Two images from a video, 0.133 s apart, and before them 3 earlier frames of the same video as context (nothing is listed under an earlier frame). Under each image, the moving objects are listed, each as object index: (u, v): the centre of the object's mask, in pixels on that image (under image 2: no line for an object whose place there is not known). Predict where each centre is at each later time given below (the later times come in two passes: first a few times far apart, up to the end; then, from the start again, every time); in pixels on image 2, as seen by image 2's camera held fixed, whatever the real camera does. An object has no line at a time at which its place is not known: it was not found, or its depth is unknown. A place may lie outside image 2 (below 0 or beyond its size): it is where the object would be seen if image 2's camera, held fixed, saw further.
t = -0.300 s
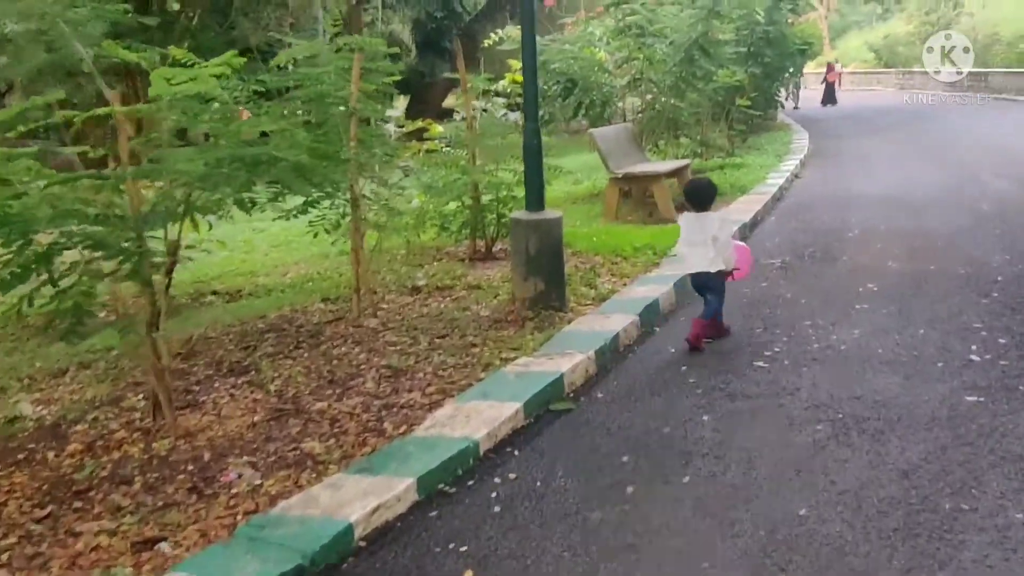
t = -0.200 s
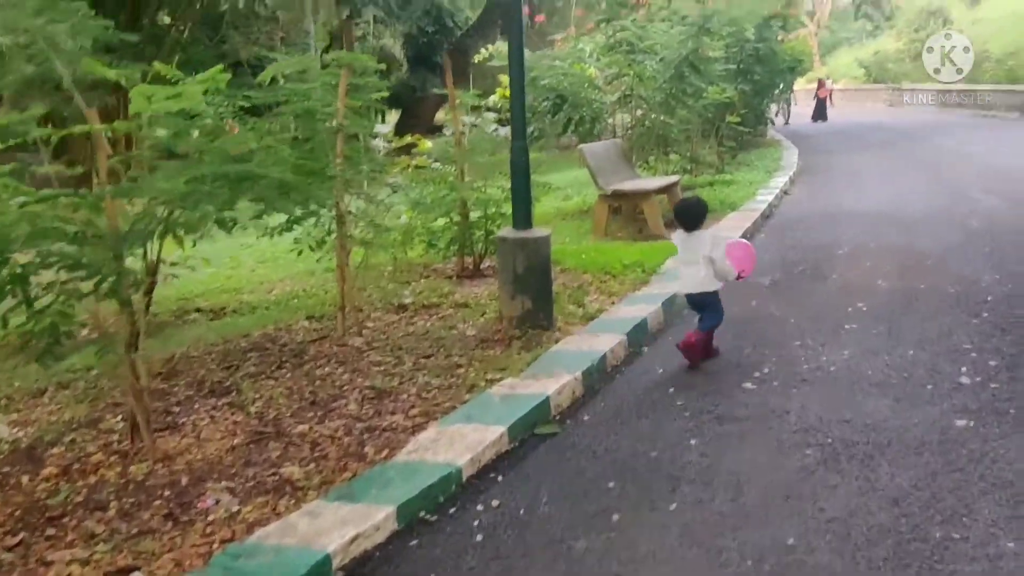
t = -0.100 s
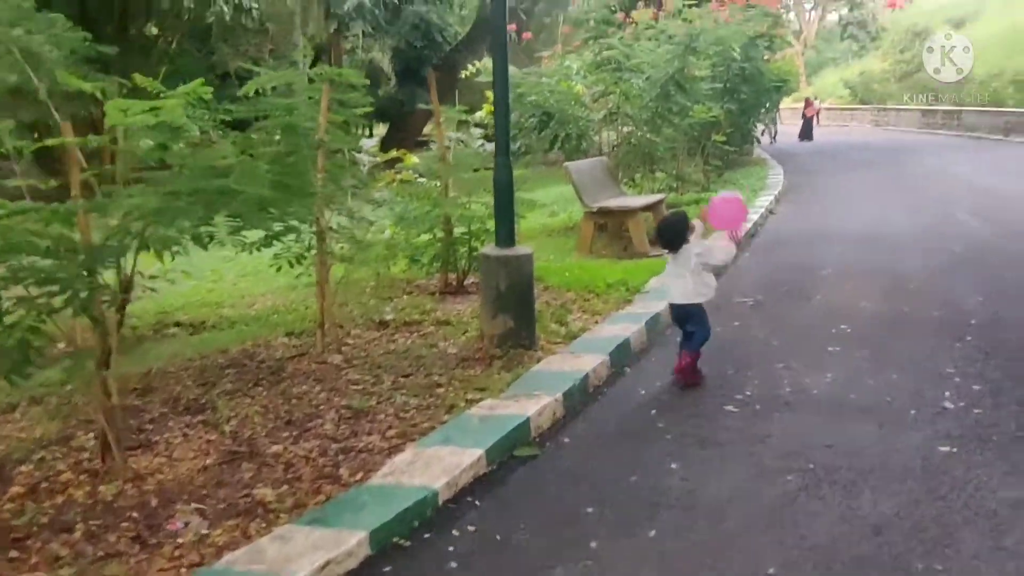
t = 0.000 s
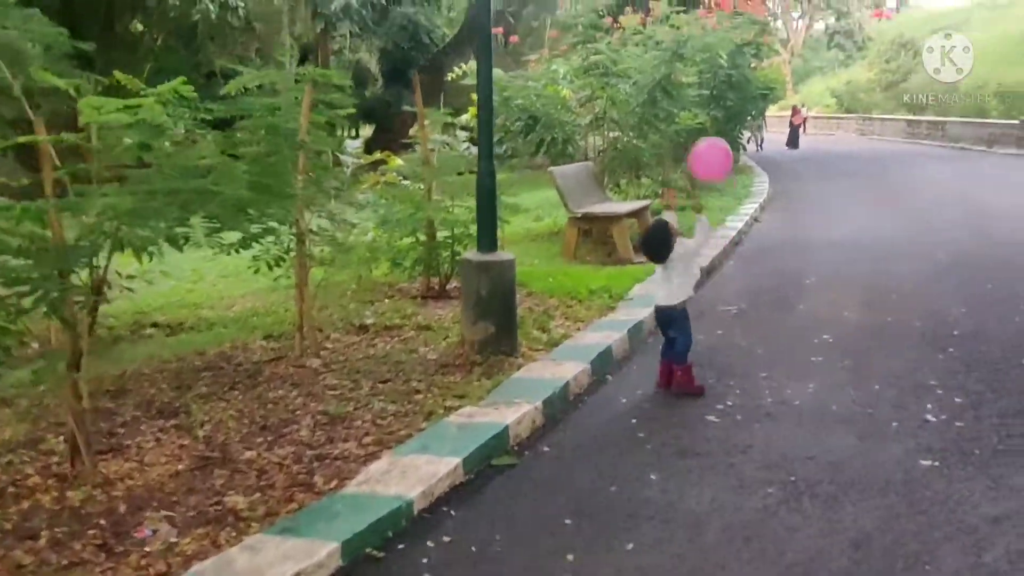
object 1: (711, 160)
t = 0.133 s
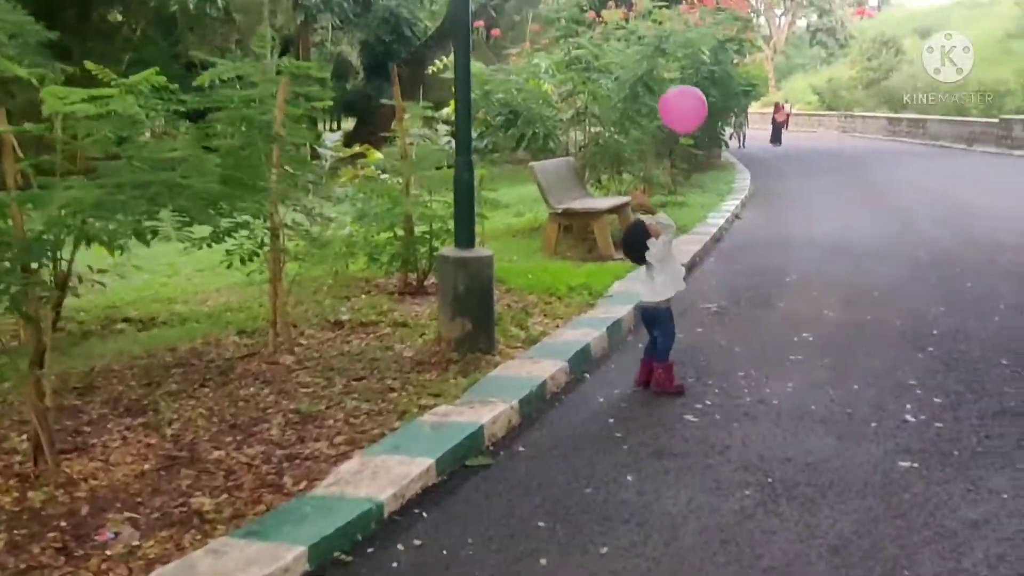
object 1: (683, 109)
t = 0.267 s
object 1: (672, 87)
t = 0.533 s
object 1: (651, 80)
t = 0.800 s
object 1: (632, 109)
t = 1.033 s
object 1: (618, 154)
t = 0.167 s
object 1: (680, 102)
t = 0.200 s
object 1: (677, 96)
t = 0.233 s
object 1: (674, 91)
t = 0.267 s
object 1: (672, 87)
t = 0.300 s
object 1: (669, 84)
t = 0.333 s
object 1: (666, 81)
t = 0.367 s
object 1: (663, 79)
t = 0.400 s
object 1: (661, 78)
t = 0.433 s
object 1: (658, 77)
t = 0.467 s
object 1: (656, 77)
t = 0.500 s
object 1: (653, 79)
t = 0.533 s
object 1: (651, 80)
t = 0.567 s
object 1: (649, 82)
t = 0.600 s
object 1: (647, 84)
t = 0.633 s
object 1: (645, 88)
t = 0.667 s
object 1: (642, 92)
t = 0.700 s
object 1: (639, 96)
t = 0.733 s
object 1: (637, 100)
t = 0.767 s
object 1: (634, 105)
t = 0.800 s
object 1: (632, 109)
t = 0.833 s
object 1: (629, 115)
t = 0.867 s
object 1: (628, 120)
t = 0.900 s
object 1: (626, 126)
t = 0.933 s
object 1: (623, 132)
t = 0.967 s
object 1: (622, 139)
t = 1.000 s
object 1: (620, 146)
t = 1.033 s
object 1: (618, 154)
